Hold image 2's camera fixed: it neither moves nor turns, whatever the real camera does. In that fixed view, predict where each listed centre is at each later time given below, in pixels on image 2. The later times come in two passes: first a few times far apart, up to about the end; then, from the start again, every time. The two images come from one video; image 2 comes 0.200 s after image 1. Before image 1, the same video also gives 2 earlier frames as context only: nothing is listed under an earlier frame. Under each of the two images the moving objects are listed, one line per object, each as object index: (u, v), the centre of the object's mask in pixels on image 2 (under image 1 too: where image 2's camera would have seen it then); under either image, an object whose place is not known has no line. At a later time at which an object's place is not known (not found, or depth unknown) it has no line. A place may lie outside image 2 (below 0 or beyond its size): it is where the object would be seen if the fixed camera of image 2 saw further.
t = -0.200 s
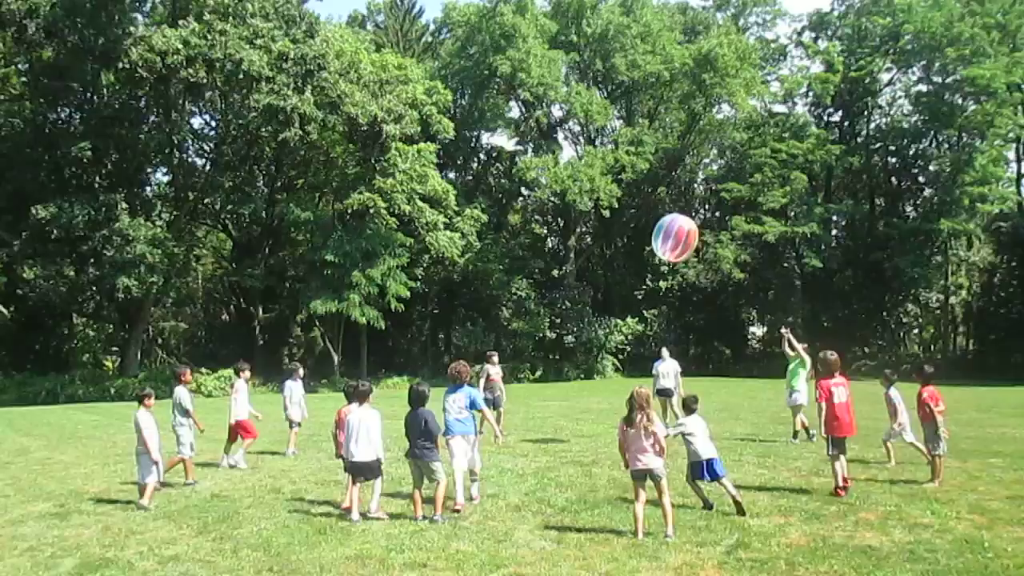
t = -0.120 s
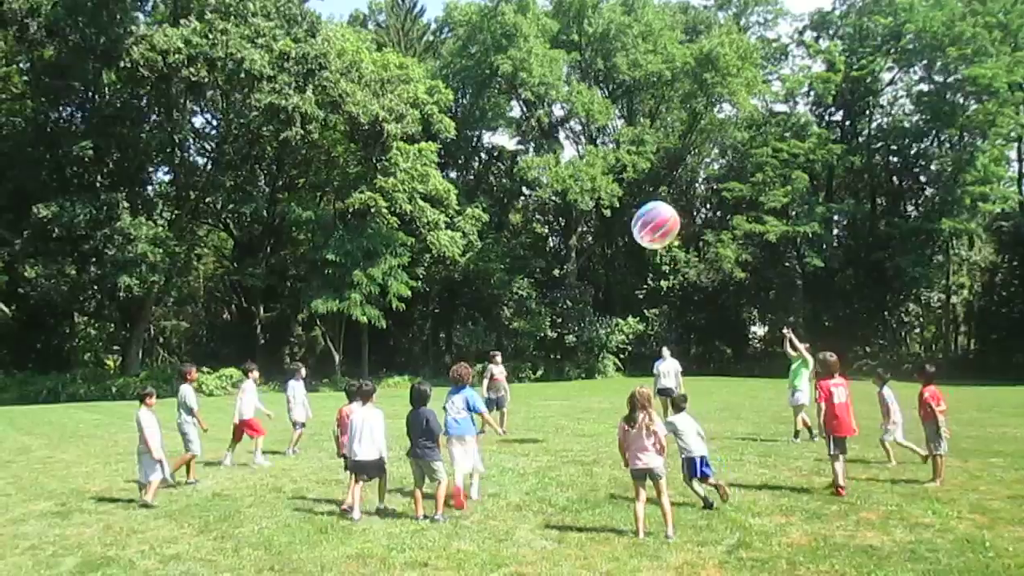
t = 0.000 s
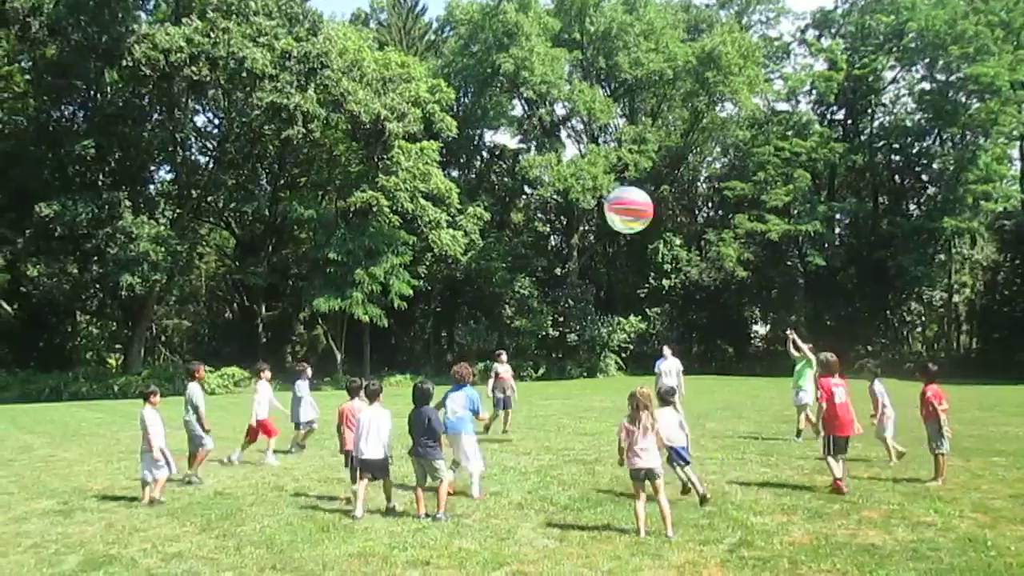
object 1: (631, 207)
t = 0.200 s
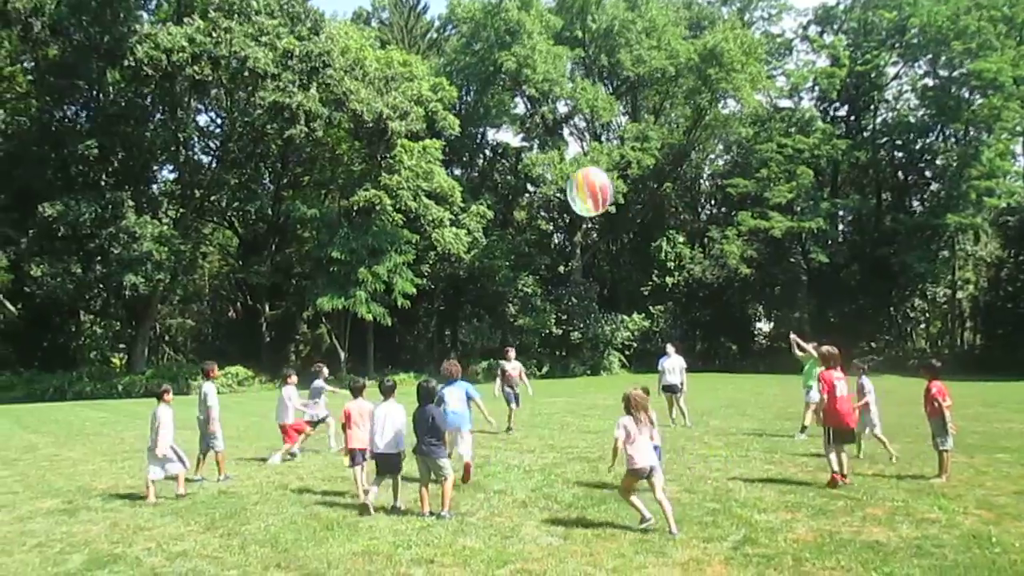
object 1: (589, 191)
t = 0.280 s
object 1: (575, 188)
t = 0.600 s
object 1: (526, 194)
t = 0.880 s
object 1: (489, 225)
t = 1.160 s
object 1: (453, 279)
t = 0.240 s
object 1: (582, 190)
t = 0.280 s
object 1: (575, 188)
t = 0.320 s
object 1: (569, 187)
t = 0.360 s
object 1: (562, 187)
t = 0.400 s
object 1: (555, 187)
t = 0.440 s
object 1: (549, 188)
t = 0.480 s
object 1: (543, 189)
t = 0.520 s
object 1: (537, 190)
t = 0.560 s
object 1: (531, 192)
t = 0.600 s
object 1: (526, 194)
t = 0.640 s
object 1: (520, 197)
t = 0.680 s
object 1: (515, 201)
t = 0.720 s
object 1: (510, 204)
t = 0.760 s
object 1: (504, 209)
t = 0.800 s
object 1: (499, 214)
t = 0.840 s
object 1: (494, 219)
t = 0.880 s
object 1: (489, 225)
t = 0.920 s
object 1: (484, 232)
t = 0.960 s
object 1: (479, 238)
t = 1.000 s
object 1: (474, 246)
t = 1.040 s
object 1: (468, 254)
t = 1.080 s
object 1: (463, 262)
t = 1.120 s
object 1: (458, 270)
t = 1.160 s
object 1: (453, 279)
